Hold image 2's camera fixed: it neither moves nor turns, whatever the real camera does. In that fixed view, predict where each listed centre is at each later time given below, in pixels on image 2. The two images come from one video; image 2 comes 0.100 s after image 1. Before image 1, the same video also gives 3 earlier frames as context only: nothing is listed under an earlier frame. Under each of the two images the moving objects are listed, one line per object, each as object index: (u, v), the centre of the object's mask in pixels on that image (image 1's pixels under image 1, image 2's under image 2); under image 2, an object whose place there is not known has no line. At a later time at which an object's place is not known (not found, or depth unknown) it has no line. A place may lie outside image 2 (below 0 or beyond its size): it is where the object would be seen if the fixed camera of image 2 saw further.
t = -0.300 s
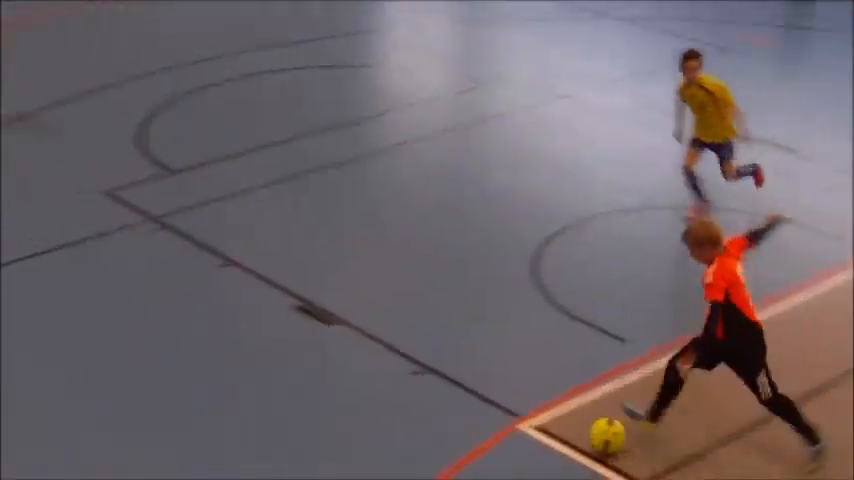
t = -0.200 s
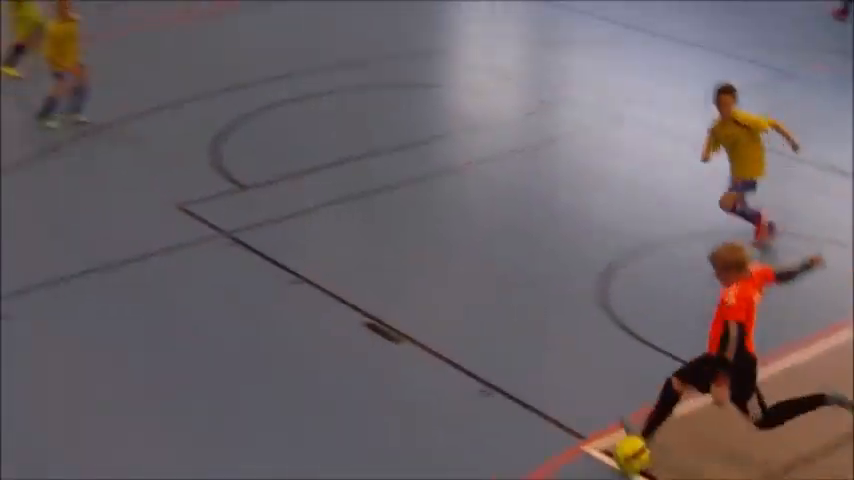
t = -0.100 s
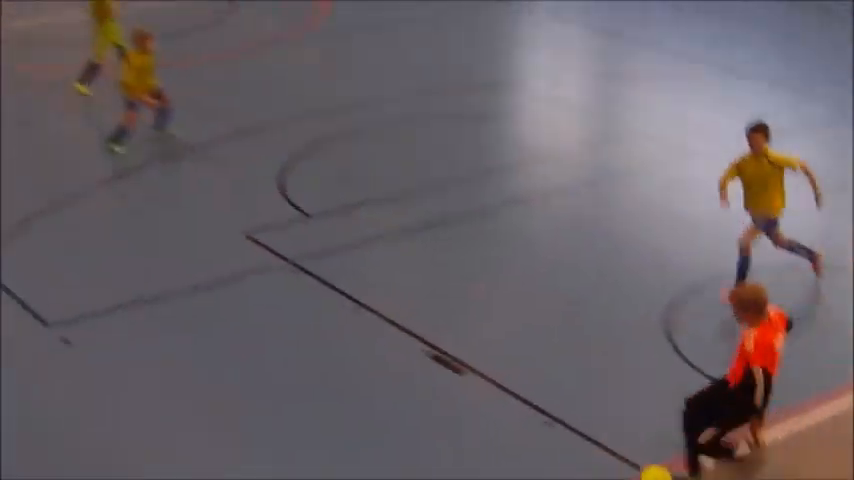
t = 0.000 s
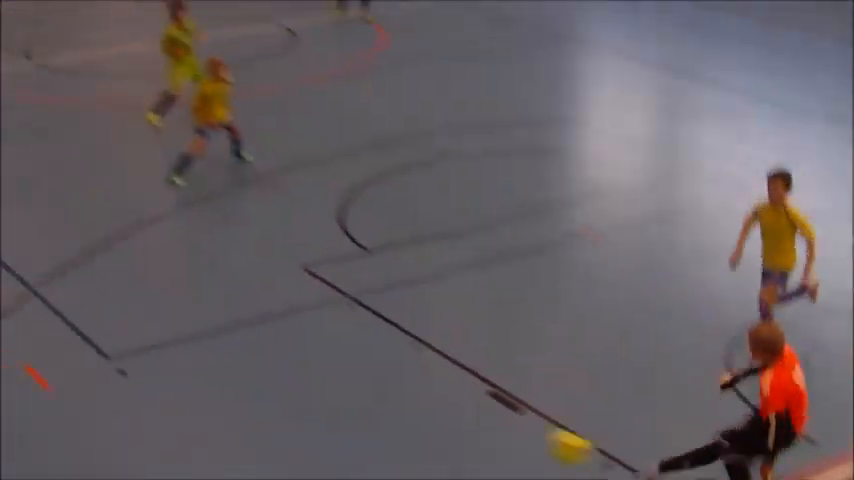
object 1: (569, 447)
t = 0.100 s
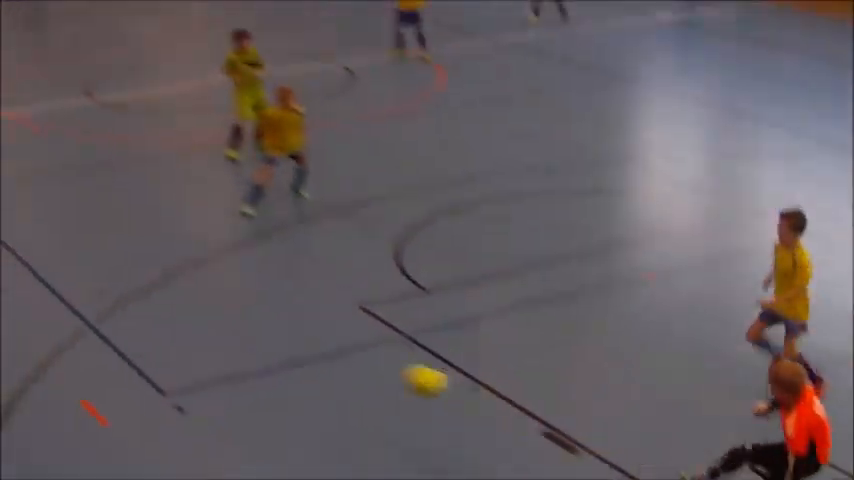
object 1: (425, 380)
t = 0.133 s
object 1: (364, 350)
